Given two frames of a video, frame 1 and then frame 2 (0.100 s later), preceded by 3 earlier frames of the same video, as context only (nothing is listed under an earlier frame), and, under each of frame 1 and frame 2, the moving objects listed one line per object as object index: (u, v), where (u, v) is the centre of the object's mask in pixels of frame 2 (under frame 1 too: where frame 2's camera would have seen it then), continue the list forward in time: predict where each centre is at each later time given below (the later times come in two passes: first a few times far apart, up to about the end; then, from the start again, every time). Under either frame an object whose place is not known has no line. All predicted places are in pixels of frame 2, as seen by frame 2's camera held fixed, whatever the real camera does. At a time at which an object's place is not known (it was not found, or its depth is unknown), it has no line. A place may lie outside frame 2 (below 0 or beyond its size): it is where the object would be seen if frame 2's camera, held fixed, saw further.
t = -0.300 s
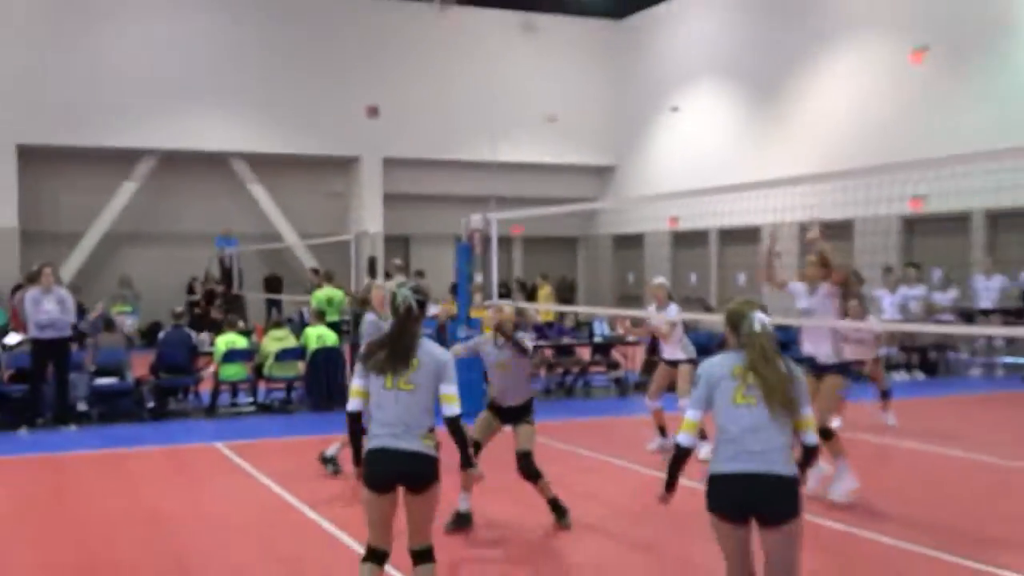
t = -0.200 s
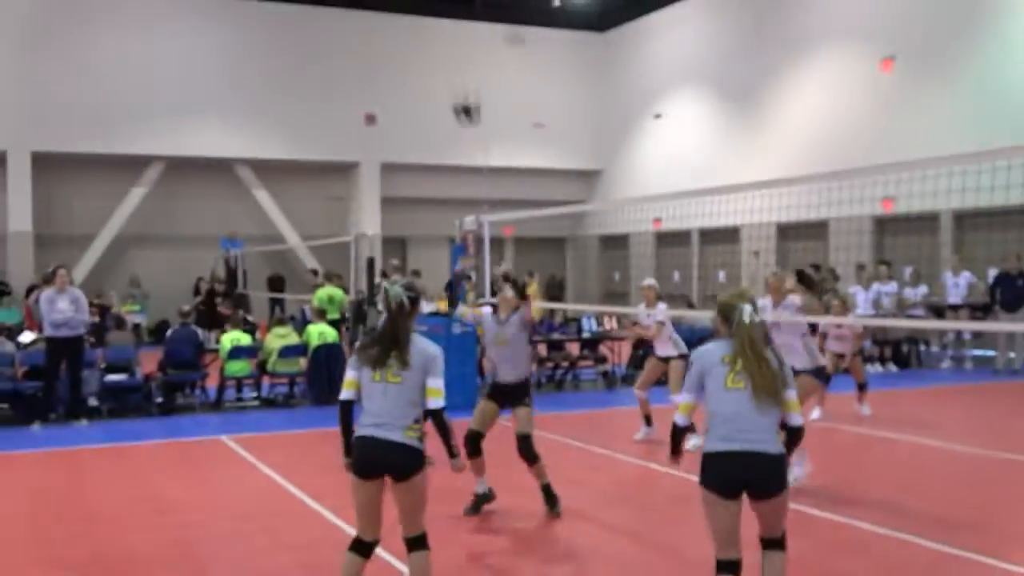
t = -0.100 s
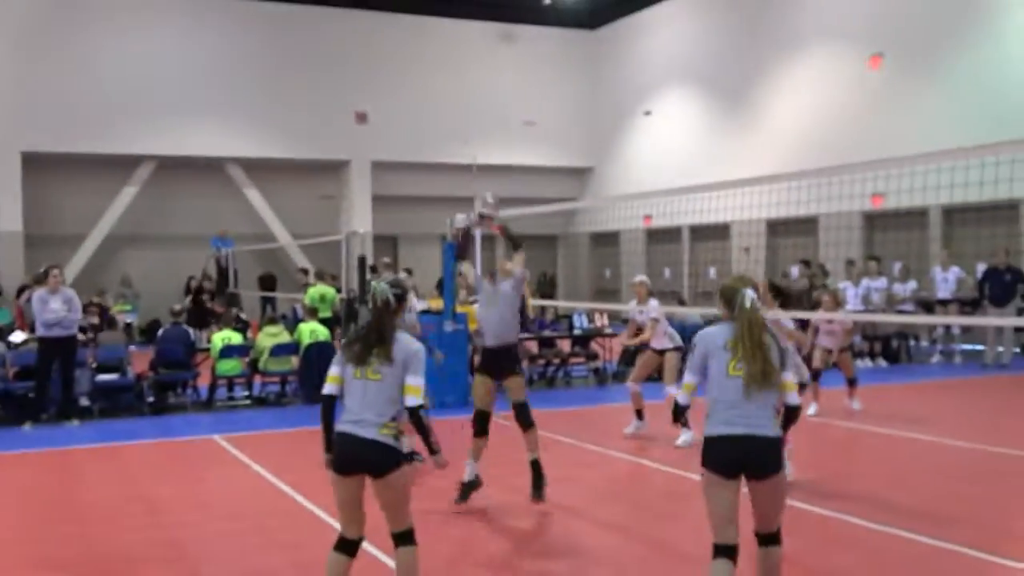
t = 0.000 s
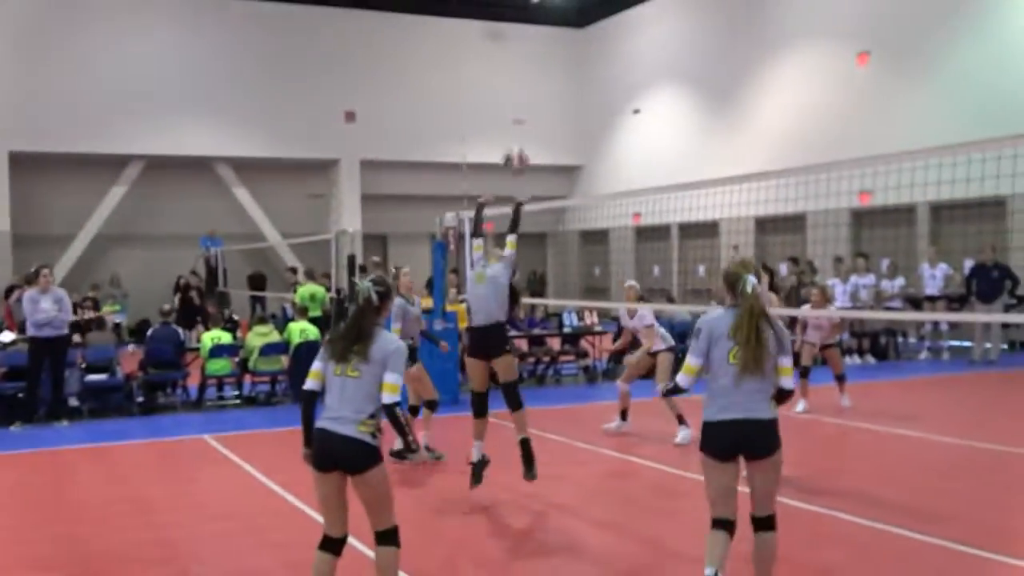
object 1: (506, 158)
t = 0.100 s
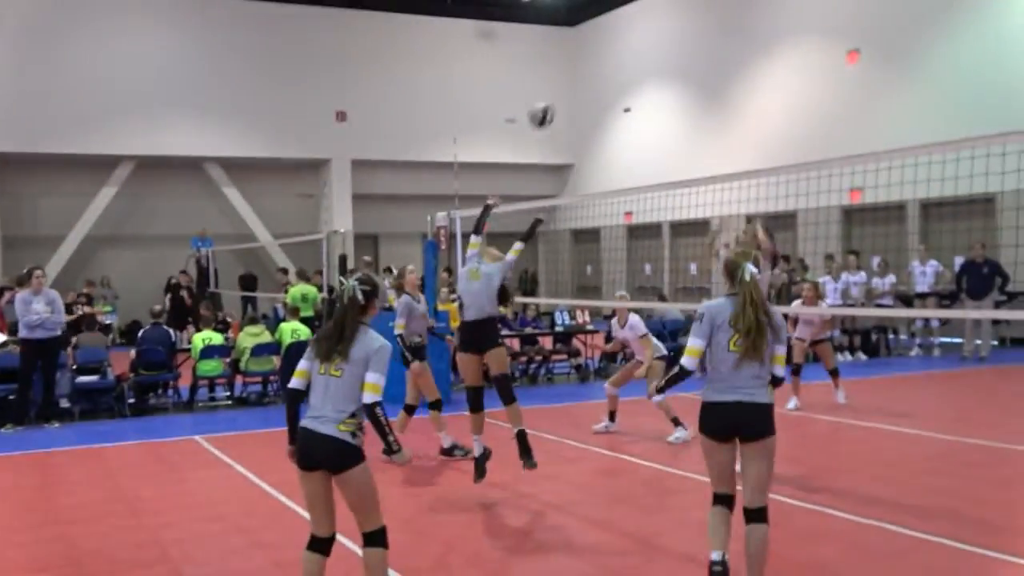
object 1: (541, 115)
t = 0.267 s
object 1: (591, 73)
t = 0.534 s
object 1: (656, 76)
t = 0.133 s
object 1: (551, 103)
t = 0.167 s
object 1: (562, 93)
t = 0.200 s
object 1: (571, 84)
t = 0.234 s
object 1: (581, 78)
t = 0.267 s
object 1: (591, 73)
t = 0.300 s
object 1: (600, 69)
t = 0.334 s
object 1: (609, 66)
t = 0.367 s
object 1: (617, 65)
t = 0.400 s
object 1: (626, 65)
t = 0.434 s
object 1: (634, 66)
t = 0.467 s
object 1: (642, 68)
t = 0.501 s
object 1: (648, 71)
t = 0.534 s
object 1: (656, 76)
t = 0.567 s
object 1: (664, 82)
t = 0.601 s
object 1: (670, 89)
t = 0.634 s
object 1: (677, 96)
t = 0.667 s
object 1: (683, 106)
